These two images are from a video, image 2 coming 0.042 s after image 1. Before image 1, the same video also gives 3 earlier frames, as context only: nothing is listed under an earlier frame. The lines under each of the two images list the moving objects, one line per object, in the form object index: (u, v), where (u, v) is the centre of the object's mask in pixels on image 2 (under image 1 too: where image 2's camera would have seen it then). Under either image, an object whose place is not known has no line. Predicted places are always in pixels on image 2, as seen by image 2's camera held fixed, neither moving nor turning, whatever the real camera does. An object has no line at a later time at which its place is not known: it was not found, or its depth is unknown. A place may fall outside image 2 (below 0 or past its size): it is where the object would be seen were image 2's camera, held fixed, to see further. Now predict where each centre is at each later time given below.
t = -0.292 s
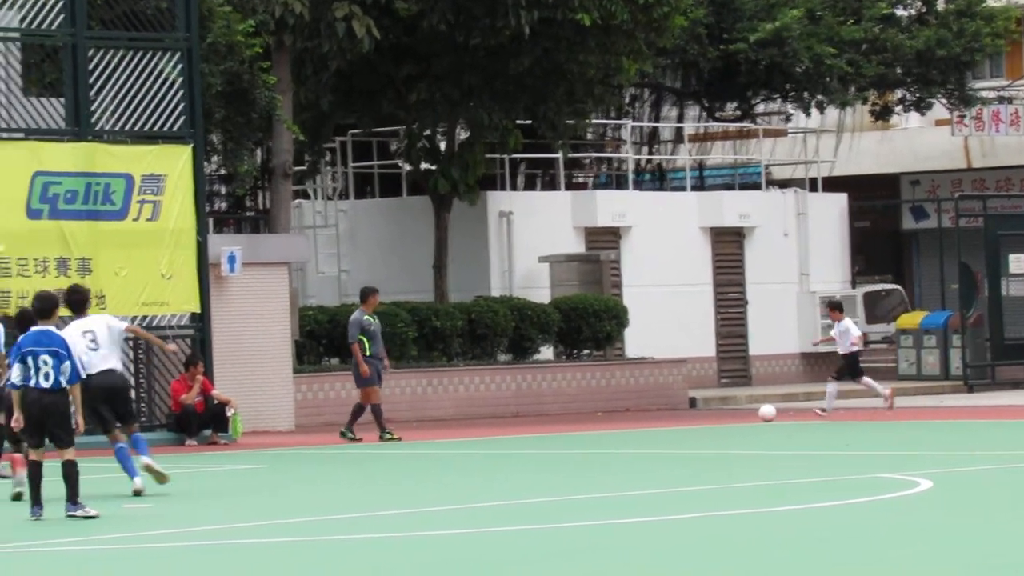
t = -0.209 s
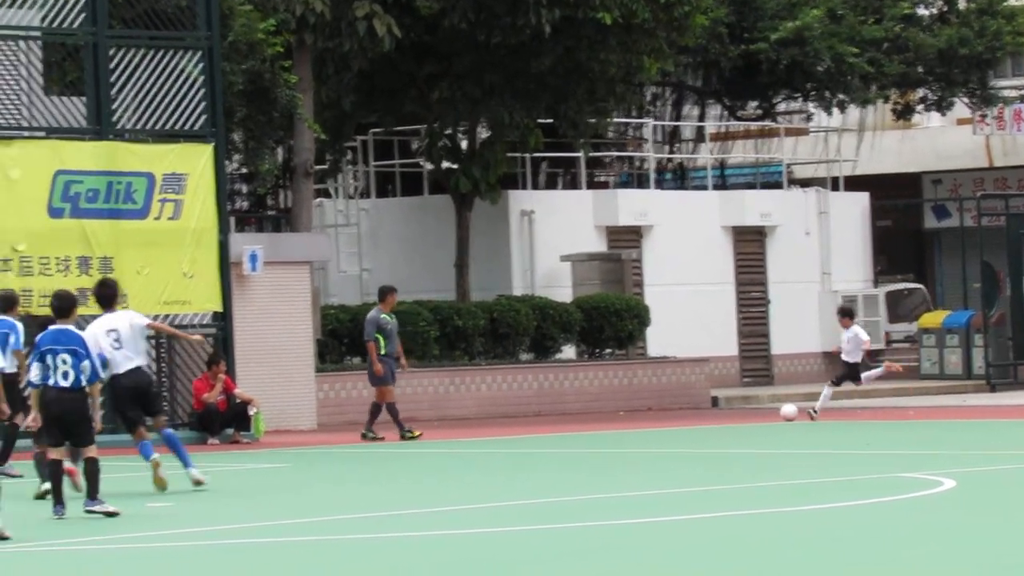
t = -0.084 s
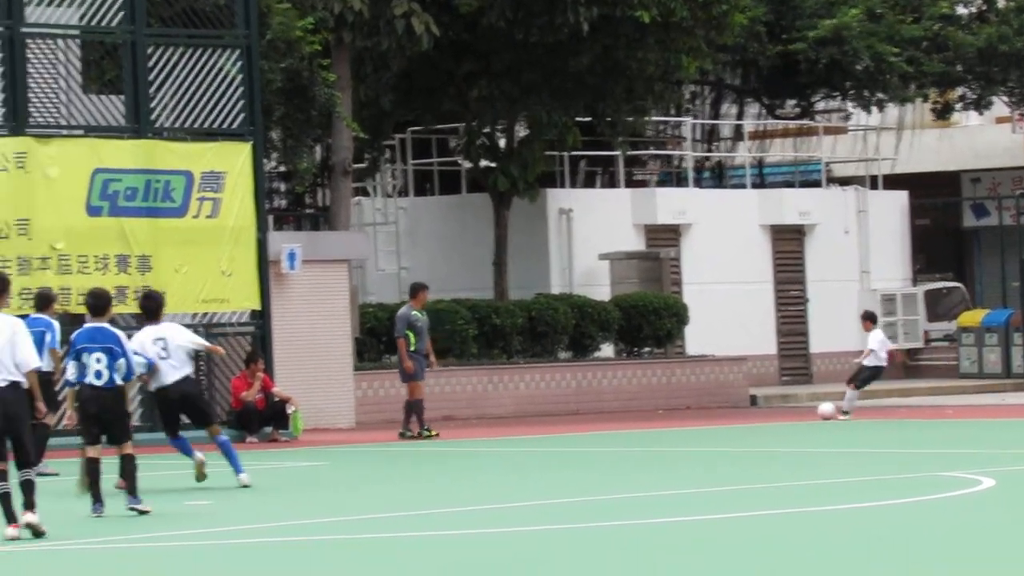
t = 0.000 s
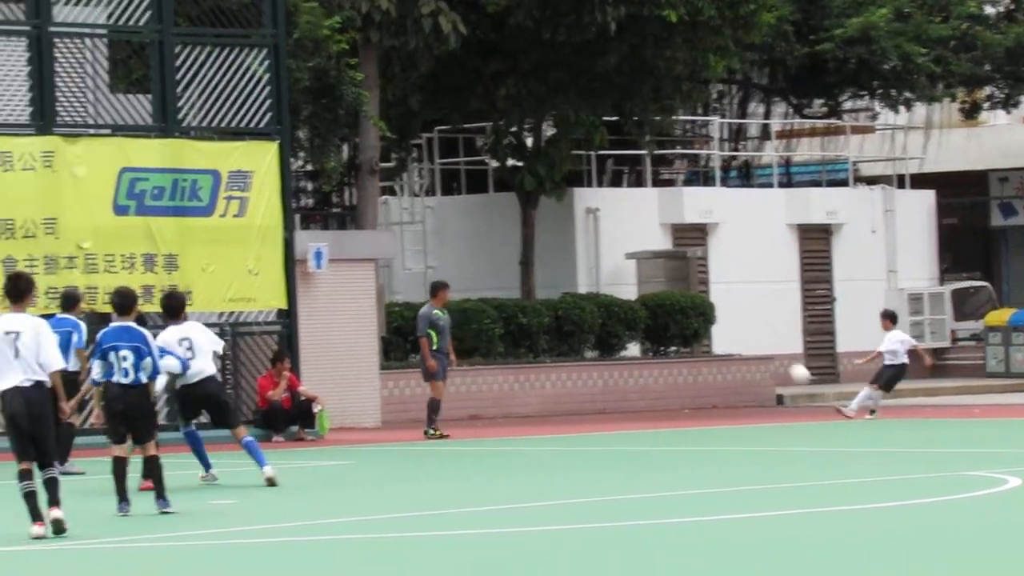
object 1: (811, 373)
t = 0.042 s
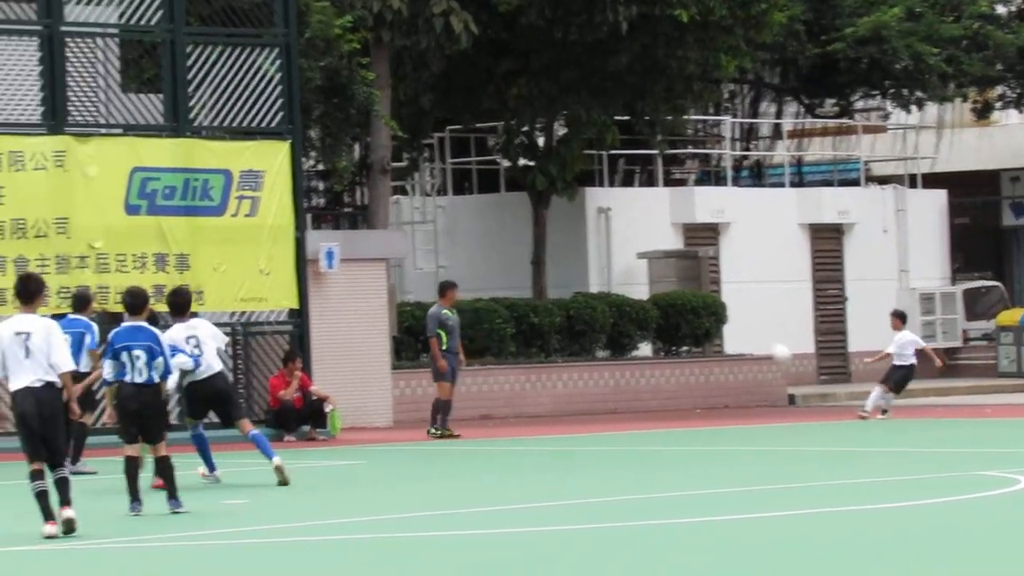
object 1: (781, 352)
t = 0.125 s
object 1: (720, 316)
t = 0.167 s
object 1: (691, 299)
